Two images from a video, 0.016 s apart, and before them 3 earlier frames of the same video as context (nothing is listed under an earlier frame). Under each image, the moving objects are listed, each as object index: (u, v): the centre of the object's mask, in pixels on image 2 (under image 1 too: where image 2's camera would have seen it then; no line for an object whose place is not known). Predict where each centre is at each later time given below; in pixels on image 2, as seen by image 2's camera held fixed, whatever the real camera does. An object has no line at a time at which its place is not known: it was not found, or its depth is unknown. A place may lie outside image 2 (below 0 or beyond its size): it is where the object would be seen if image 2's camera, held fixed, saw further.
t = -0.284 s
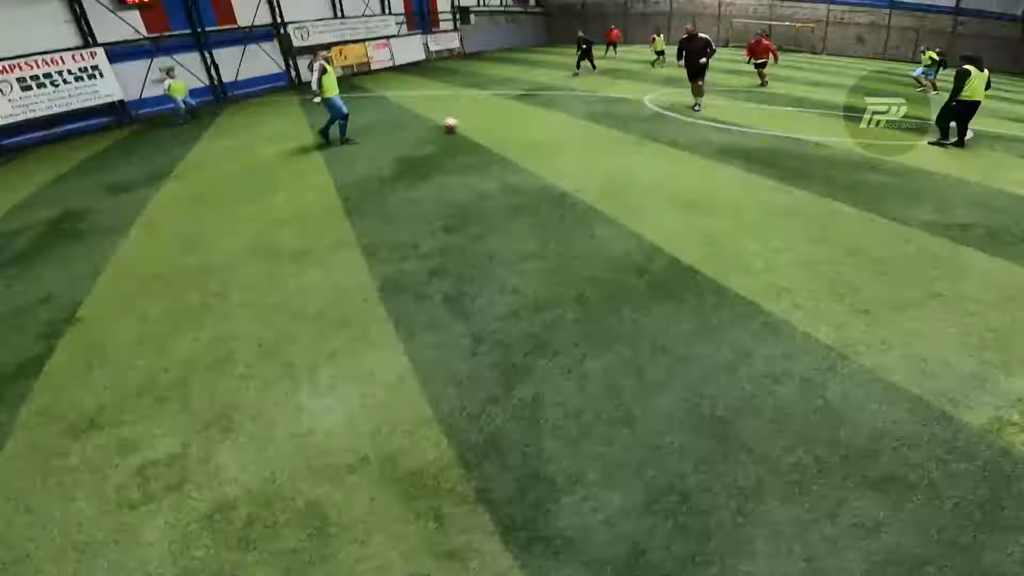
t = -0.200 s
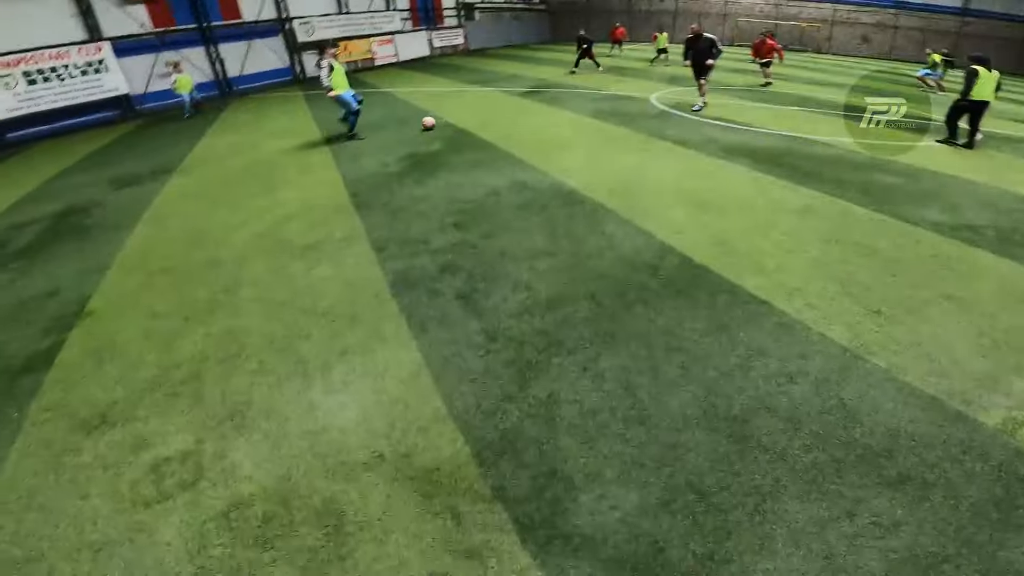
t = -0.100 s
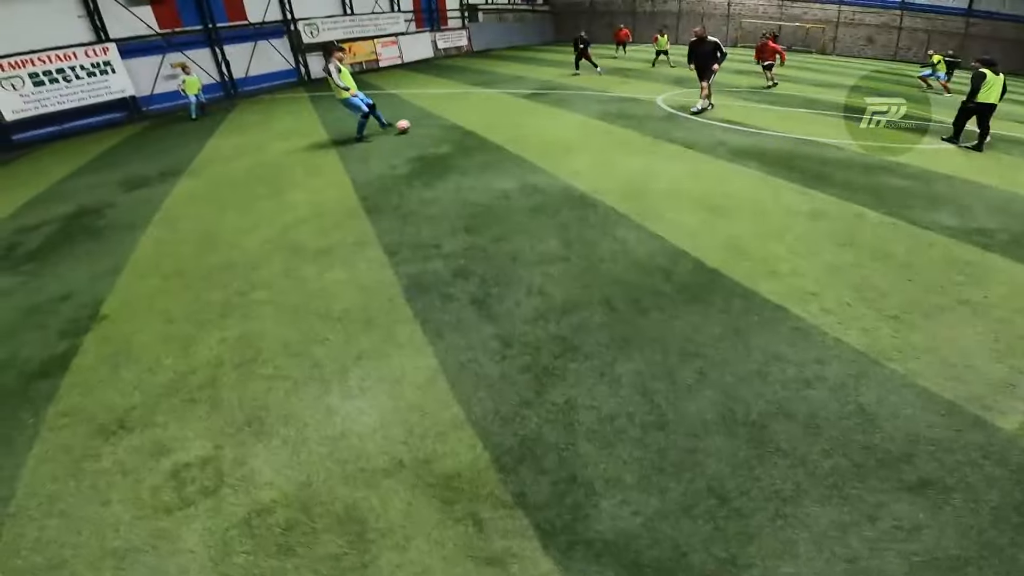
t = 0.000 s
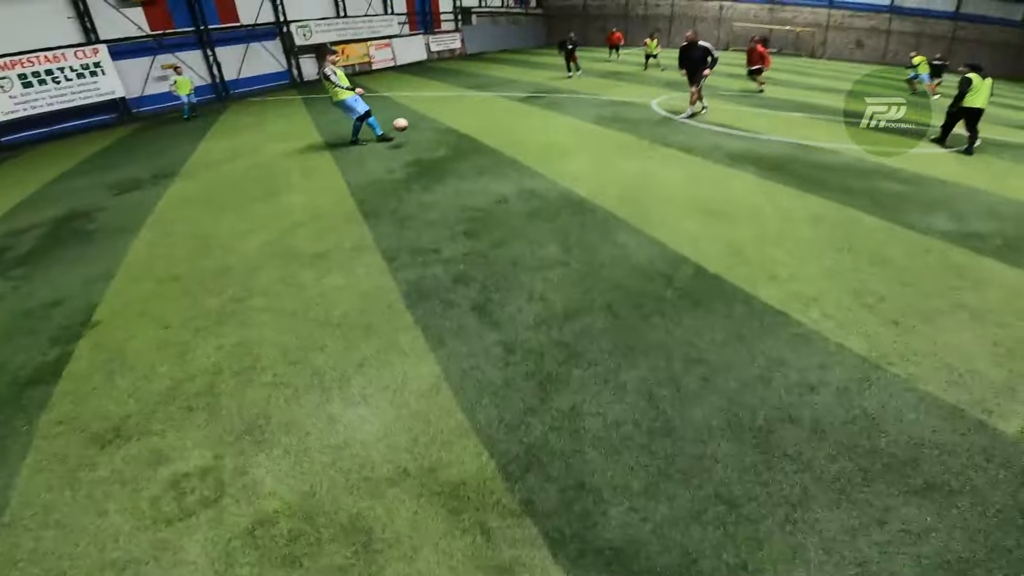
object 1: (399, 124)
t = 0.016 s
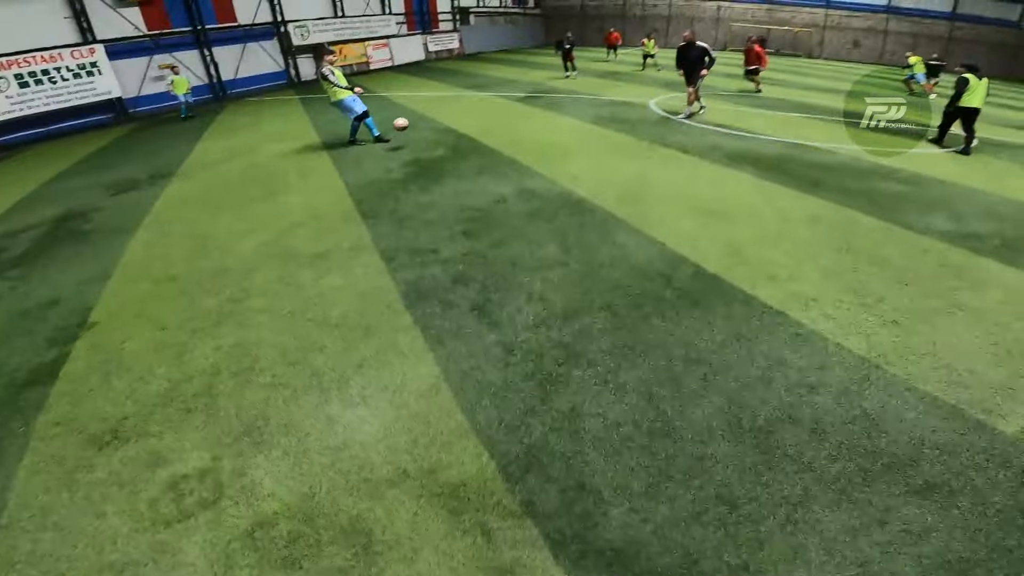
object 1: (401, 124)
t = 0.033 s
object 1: (403, 124)
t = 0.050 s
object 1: (405, 123)
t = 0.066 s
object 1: (408, 123)
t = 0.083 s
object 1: (410, 123)
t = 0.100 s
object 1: (413, 122)
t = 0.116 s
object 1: (415, 123)
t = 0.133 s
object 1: (418, 124)
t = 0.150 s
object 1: (421, 124)
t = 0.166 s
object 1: (425, 126)
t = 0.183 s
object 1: (429, 127)
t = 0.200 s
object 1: (432, 128)
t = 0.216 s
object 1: (435, 130)
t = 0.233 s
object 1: (439, 132)
